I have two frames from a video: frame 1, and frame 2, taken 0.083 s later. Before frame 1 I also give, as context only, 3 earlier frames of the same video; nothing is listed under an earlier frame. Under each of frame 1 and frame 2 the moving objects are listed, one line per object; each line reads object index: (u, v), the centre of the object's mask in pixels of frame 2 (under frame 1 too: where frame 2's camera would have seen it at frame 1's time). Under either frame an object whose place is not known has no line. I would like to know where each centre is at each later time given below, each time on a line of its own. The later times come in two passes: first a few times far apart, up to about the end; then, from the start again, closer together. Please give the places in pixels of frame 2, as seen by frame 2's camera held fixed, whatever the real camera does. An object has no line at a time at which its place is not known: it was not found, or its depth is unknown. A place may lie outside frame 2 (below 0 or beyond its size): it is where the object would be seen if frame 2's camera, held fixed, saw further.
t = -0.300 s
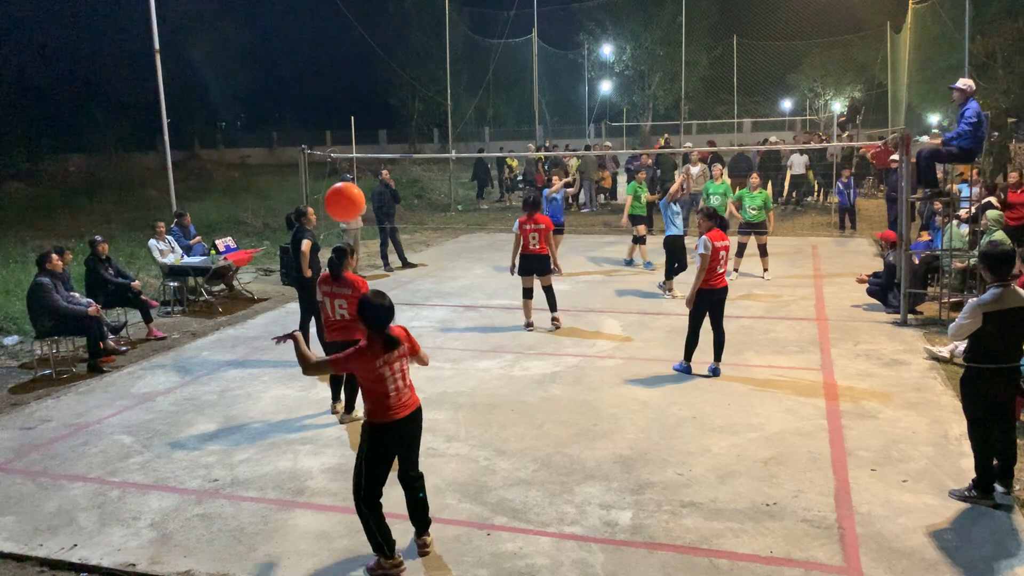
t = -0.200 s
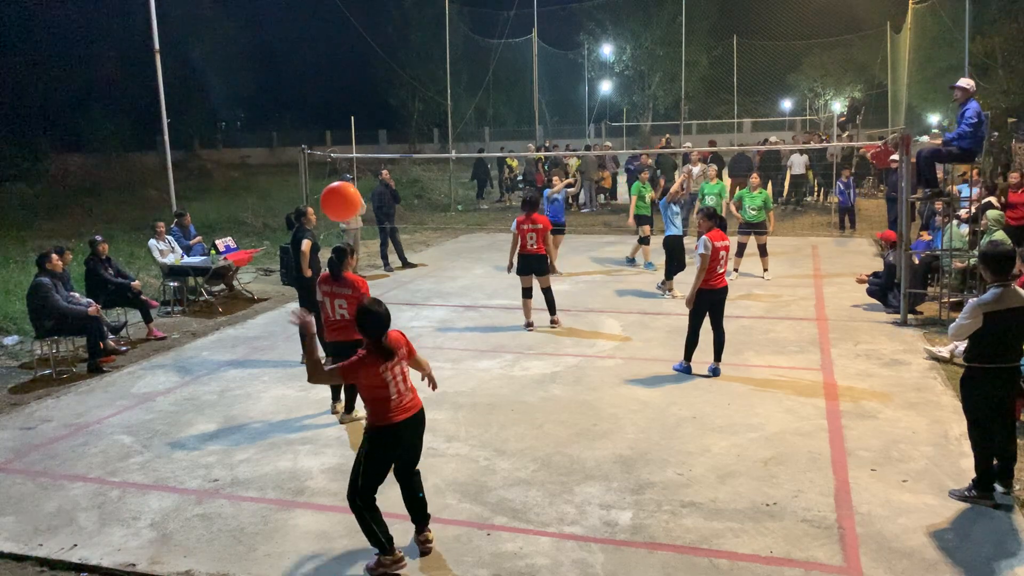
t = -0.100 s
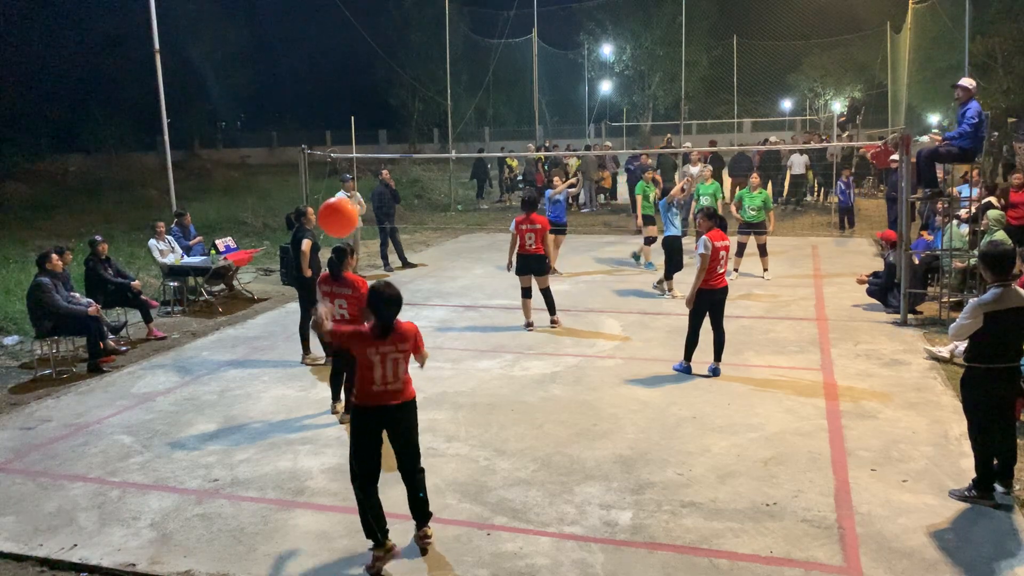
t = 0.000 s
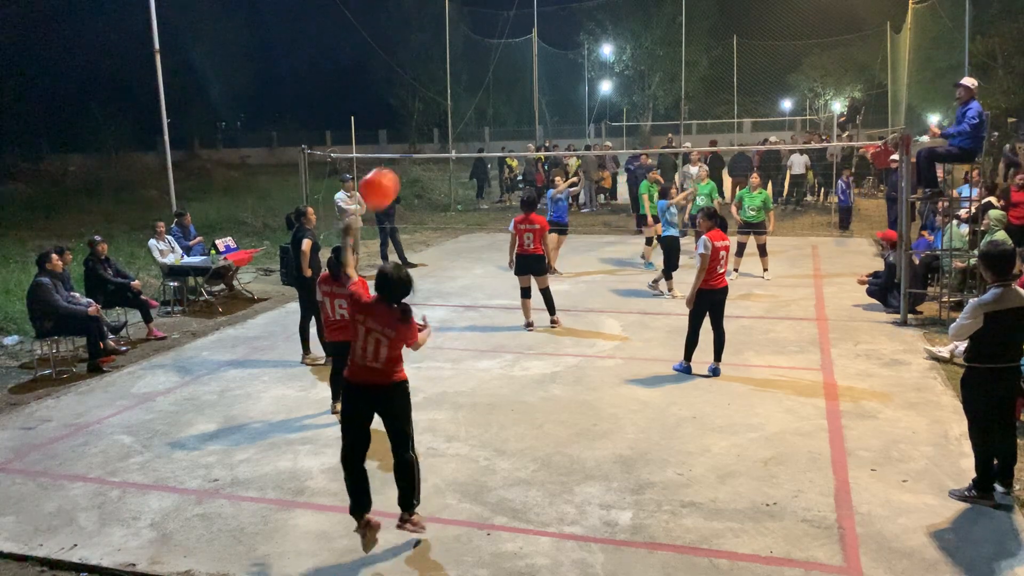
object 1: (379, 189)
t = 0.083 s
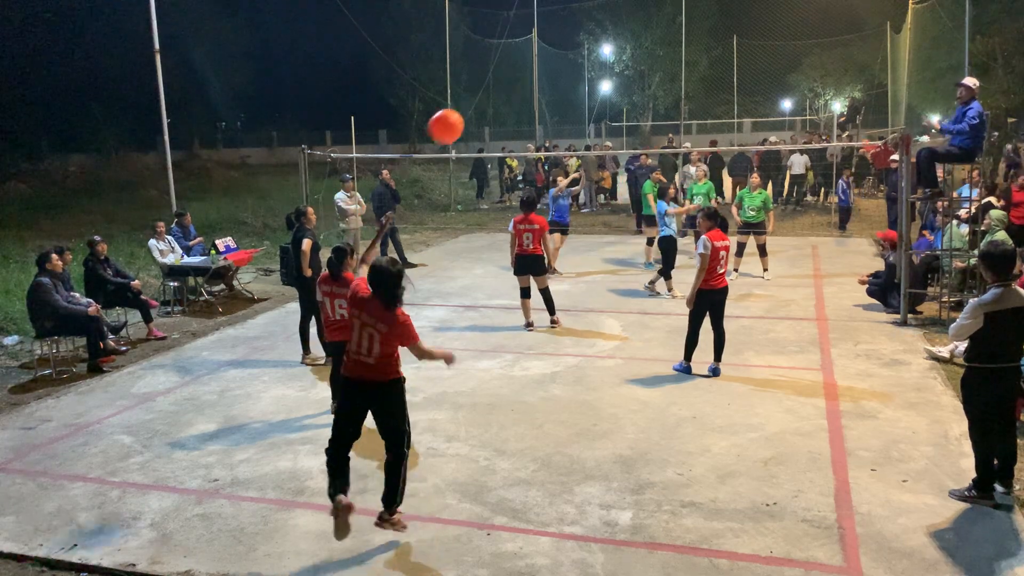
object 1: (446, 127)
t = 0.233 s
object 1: (526, 68)
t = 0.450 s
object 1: (592, 57)
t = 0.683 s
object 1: (636, 89)
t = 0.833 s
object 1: (656, 123)
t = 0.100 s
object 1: (457, 117)
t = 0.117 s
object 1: (467, 109)
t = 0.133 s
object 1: (477, 101)
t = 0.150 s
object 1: (486, 94)
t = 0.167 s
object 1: (495, 88)
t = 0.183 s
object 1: (503, 82)
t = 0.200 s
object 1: (511, 77)
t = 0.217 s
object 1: (518, 72)
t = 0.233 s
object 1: (526, 68)
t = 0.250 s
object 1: (532, 65)
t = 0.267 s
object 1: (538, 62)
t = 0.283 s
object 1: (544, 60)
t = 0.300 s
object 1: (550, 58)
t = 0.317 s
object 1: (555, 56)
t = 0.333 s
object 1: (561, 55)
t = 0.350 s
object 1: (566, 55)
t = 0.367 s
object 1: (571, 54)
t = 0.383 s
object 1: (576, 54)
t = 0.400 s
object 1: (579, 54)
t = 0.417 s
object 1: (584, 55)
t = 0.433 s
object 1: (588, 56)
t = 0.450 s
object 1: (592, 57)
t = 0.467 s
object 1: (595, 58)
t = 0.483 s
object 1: (599, 59)
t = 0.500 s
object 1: (603, 61)
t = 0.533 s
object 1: (610, 65)
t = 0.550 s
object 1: (613, 67)
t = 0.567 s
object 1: (616, 69)
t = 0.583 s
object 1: (619, 71)
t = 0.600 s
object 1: (622, 74)
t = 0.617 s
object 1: (625, 77)
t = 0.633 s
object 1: (628, 79)
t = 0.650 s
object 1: (630, 82)
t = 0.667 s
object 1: (633, 85)
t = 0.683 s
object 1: (636, 89)
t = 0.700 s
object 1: (638, 92)
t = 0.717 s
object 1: (640, 95)
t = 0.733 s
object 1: (643, 99)
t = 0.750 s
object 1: (645, 103)
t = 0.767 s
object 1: (647, 107)
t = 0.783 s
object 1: (650, 111)
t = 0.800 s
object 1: (652, 114)
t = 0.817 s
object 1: (654, 119)
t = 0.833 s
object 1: (656, 123)
